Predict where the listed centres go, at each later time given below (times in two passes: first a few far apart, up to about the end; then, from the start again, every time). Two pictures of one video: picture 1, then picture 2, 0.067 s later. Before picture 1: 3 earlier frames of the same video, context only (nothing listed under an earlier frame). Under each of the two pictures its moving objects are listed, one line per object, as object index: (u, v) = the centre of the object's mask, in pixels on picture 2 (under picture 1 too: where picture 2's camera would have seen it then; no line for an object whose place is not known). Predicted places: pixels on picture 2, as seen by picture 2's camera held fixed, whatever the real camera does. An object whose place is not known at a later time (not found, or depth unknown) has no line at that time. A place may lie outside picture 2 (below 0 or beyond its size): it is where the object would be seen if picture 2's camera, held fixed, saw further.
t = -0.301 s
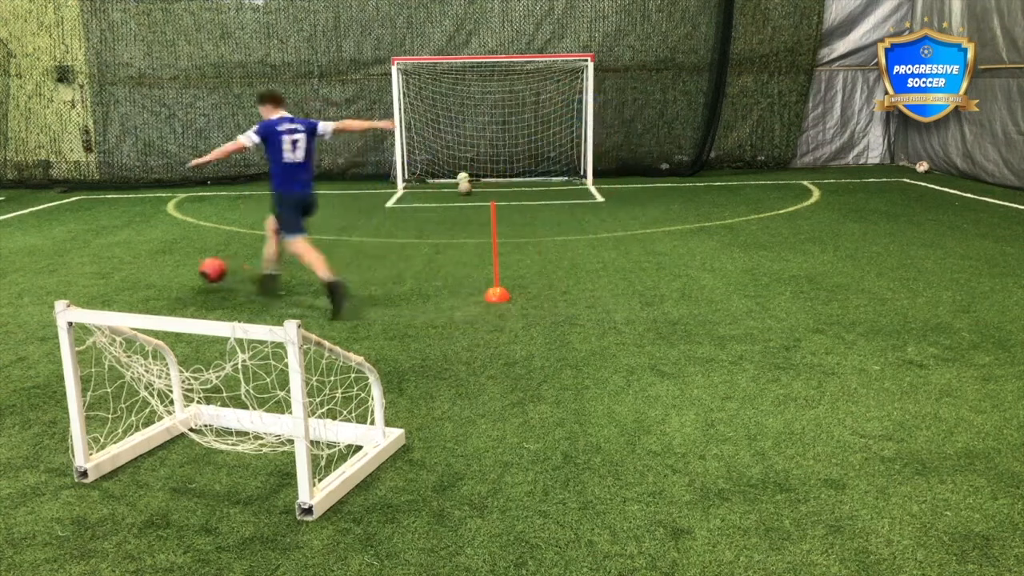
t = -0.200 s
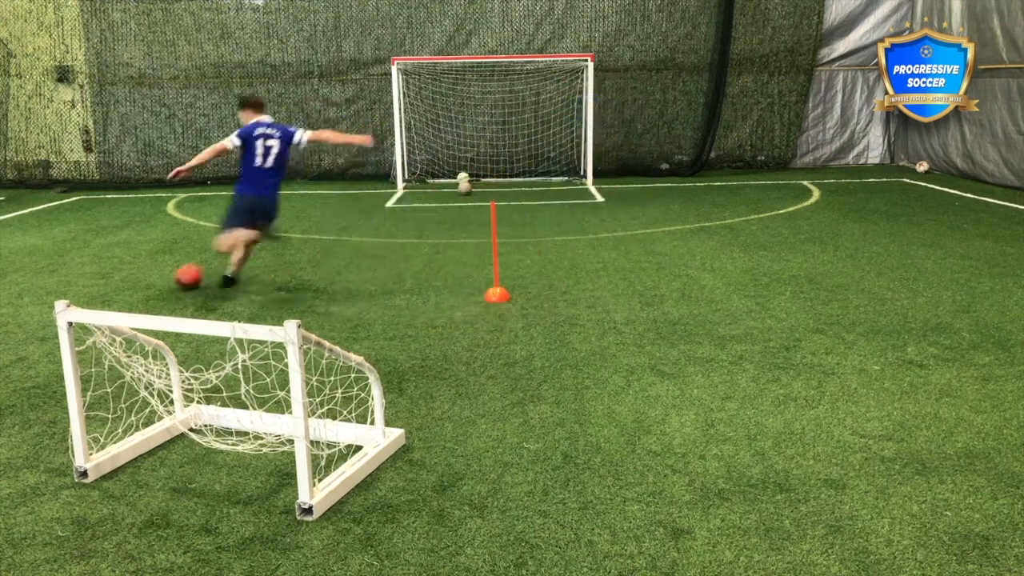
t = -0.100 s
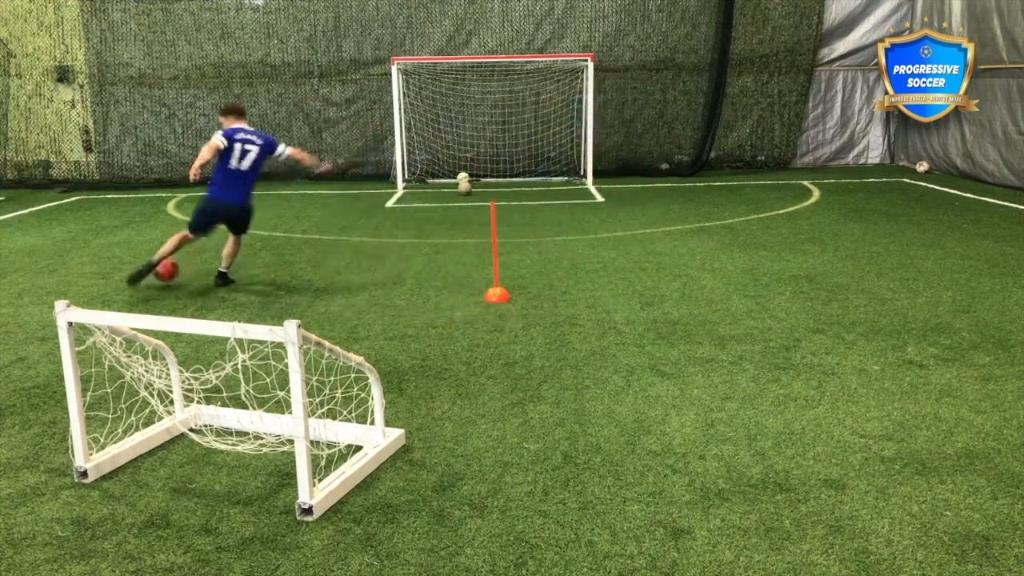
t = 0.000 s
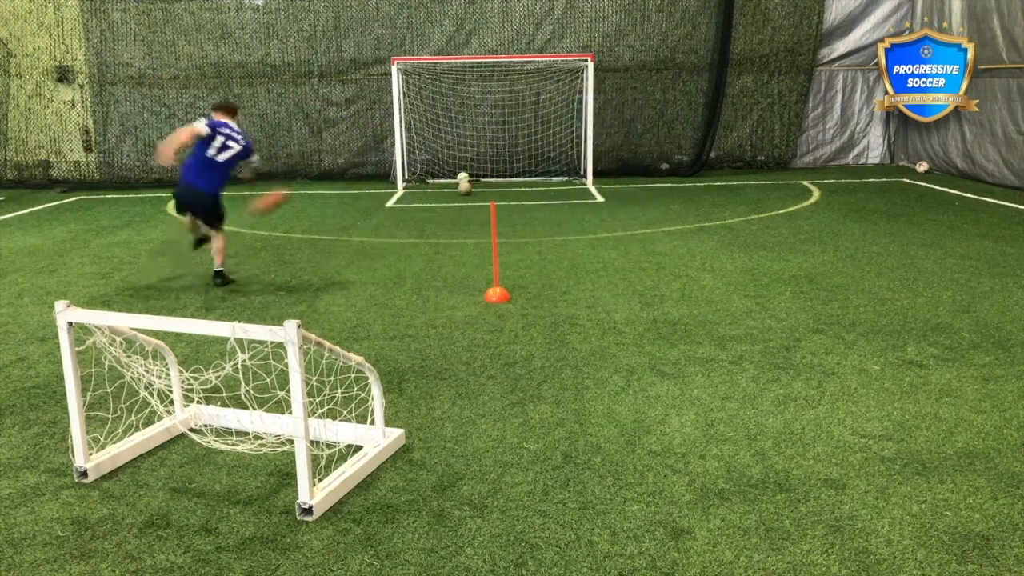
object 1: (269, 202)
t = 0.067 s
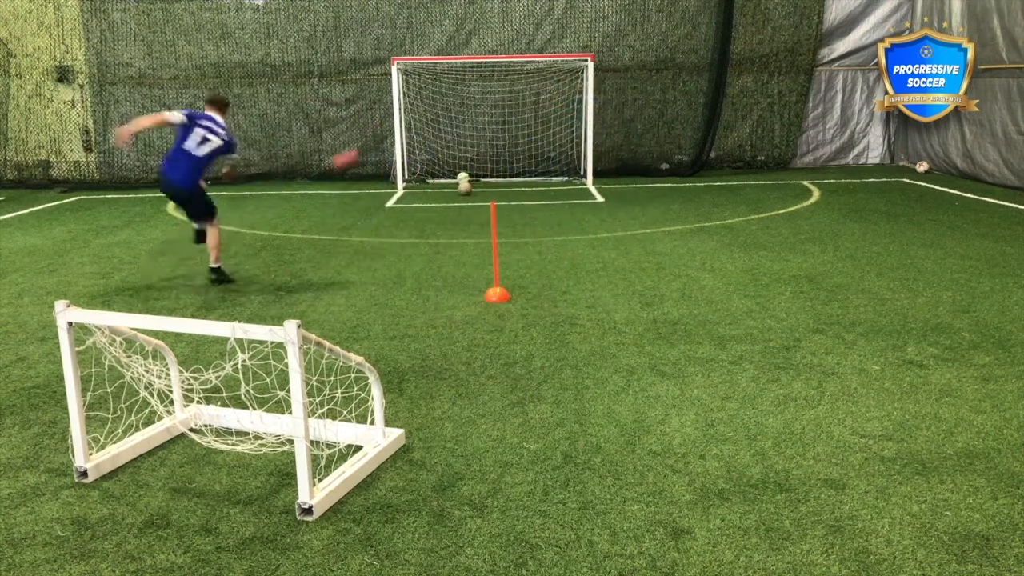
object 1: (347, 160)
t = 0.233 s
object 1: (466, 96)
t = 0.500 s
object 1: (524, 111)
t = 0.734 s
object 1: (543, 161)
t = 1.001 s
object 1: (543, 132)
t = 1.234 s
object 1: (546, 141)
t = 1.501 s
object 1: (549, 179)
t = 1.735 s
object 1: (555, 161)
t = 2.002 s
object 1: (562, 182)
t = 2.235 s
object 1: (563, 178)
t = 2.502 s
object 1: (569, 192)
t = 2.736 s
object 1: (572, 195)
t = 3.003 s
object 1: (577, 199)
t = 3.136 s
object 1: (580, 202)
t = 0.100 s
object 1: (375, 143)
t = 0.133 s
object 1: (405, 129)
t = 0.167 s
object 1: (426, 116)
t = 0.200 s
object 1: (448, 107)
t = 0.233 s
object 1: (466, 96)
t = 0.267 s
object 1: (485, 90)
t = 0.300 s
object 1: (497, 85)
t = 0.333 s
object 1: (505, 83)
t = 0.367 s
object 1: (509, 84)
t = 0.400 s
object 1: (514, 89)
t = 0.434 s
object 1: (517, 94)
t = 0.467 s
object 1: (520, 103)
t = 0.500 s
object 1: (524, 111)
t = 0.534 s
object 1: (528, 121)
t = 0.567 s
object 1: (531, 132)
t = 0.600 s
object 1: (533, 143)
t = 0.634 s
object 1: (537, 153)
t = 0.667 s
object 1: (540, 165)
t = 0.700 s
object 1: (543, 169)
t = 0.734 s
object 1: (543, 161)
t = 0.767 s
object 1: (543, 156)
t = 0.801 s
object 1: (542, 149)
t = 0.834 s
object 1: (543, 146)
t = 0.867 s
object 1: (543, 141)
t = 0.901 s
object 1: (542, 139)
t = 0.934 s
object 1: (543, 135)
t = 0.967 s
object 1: (543, 133)
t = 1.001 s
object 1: (543, 132)
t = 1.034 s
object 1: (543, 132)
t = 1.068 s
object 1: (544, 132)
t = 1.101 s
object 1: (544, 133)
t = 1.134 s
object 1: (544, 133)
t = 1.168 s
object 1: (545, 135)
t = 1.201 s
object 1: (545, 137)
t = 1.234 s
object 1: (546, 141)
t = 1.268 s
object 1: (546, 145)
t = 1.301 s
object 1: (546, 150)
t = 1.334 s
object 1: (545, 156)
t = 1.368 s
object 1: (548, 160)
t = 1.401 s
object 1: (546, 169)
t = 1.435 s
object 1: (547, 176)
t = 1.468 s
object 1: (548, 183)
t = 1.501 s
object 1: (549, 179)
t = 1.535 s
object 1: (549, 174)
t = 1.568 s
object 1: (550, 169)
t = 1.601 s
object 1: (550, 166)
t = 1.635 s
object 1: (552, 162)
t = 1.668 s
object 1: (553, 162)
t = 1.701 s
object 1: (555, 161)
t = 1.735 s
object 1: (555, 161)
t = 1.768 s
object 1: (554, 161)
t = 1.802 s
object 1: (555, 161)
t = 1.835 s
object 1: (556, 162)
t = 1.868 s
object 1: (556, 165)
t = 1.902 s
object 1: (557, 168)
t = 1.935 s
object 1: (558, 173)
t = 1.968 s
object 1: (559, 175)
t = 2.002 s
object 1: (562, 182)
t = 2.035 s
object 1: (563, 185)
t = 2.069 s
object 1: (563, 185)
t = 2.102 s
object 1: (563, 183)
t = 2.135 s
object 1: (563, 181)
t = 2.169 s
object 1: (563, 179)
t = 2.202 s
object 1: (563, 179)
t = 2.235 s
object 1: (563, 178)
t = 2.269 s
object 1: (564, 177)
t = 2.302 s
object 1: (564, 178)
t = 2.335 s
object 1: (565, 179)
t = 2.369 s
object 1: (565, 181)
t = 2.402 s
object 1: (567, 185)
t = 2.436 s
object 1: (567, 190)
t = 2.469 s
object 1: (568, 192)
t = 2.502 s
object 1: (569, 192)
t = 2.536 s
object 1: (569, 191)
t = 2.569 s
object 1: (569, 190)
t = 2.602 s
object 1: (569, 189)
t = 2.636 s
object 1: (570, 190)
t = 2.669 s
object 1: (570, 191)
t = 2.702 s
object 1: (571, 192)
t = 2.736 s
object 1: (572, 195)
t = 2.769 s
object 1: (573, 196)
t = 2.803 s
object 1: (574, 195)
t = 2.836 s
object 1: (574, 195)
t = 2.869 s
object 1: (574, 195)
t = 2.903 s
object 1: (575, 196)
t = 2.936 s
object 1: (576, 198)
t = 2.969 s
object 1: (576, 199)
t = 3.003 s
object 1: (577, 199)
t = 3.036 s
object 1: (577, 199)
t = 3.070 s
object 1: (578, 200)
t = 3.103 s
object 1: (579, 202)
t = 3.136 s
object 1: (580, 202)
